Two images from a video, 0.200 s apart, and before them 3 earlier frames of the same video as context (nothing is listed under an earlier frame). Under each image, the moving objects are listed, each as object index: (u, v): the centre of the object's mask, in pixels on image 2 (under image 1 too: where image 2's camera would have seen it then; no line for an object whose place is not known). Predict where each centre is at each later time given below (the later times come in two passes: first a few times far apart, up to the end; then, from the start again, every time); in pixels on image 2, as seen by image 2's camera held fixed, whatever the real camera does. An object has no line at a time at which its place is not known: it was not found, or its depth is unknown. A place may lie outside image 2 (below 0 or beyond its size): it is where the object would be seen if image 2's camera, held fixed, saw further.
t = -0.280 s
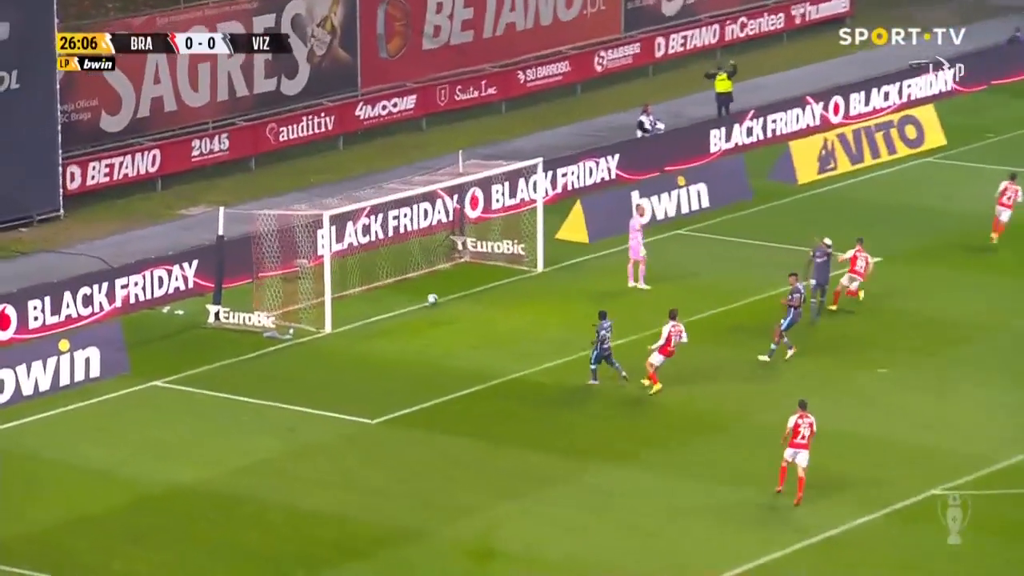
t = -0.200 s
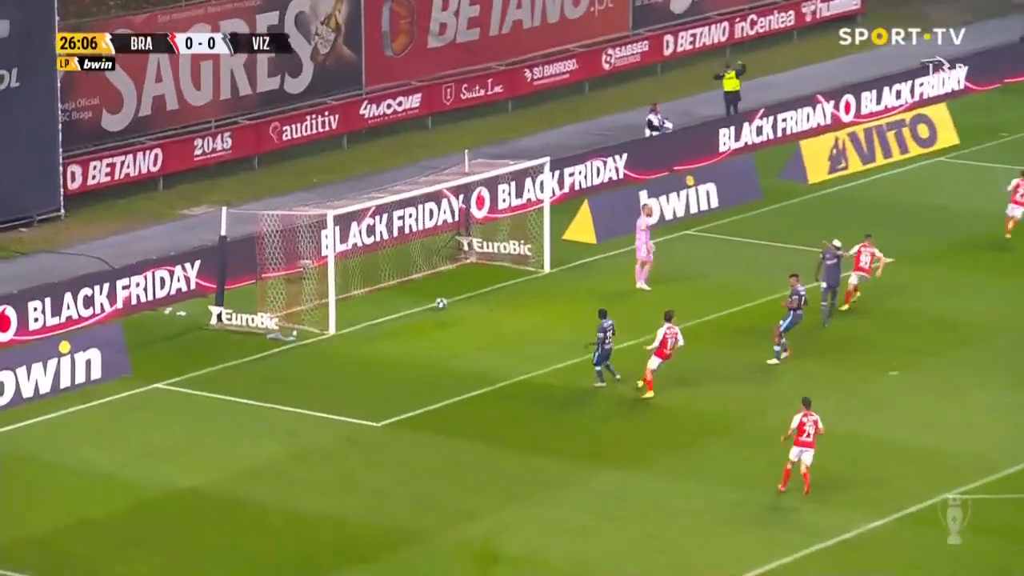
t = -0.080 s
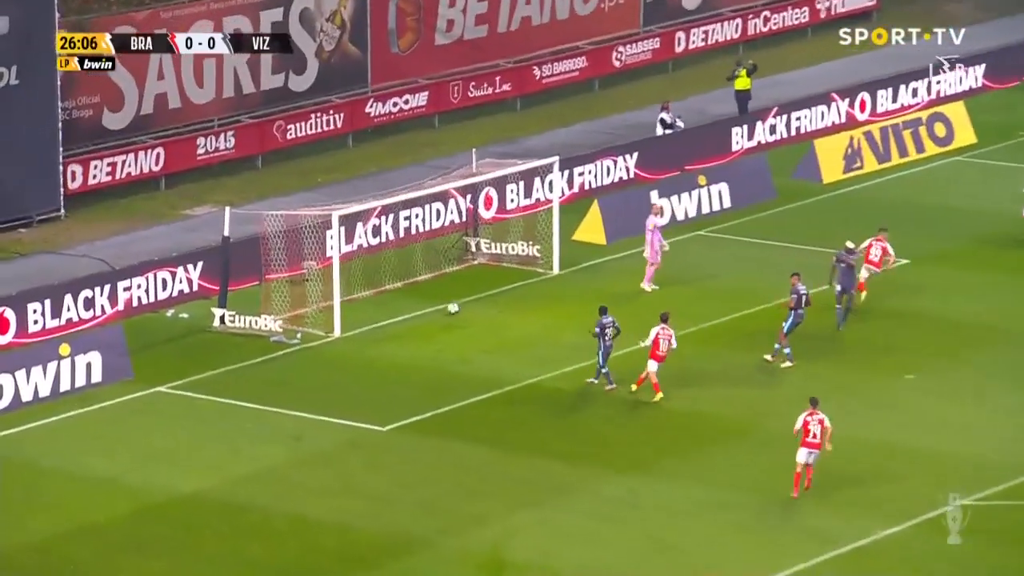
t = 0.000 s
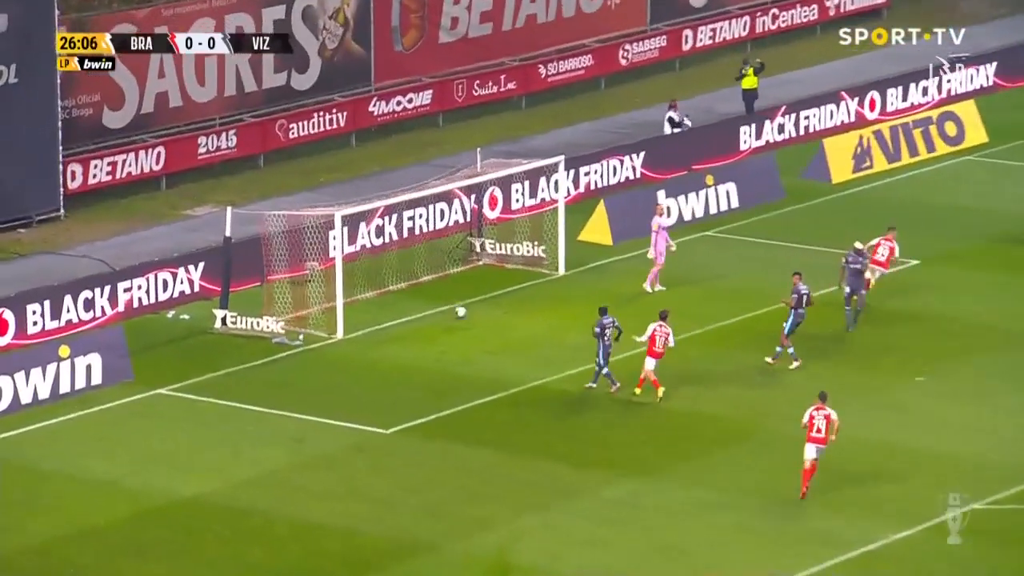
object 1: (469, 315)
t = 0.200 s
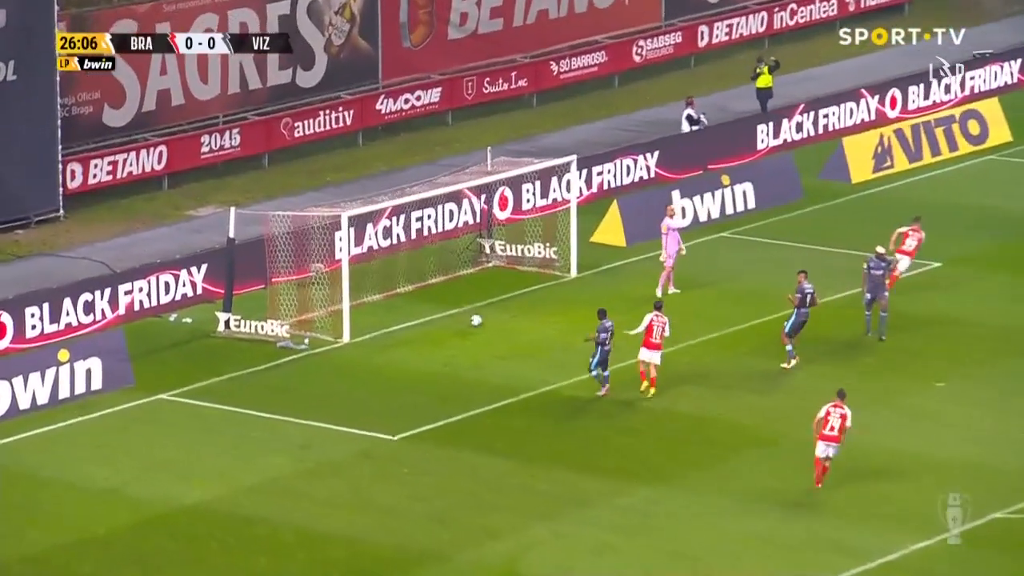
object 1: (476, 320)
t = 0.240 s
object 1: (477, 321)
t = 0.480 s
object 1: (484, 327)
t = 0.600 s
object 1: (488, 330)
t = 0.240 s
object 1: (477, 321)
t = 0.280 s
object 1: (479, 322)
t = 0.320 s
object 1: (480, 324)
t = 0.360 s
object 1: (481, 324)
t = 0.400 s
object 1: (482, 325)
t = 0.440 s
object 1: (483, 326)
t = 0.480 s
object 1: (484, 327)
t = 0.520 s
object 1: (485, 328)
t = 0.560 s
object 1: (488, 329)
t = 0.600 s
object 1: (488, 330)
